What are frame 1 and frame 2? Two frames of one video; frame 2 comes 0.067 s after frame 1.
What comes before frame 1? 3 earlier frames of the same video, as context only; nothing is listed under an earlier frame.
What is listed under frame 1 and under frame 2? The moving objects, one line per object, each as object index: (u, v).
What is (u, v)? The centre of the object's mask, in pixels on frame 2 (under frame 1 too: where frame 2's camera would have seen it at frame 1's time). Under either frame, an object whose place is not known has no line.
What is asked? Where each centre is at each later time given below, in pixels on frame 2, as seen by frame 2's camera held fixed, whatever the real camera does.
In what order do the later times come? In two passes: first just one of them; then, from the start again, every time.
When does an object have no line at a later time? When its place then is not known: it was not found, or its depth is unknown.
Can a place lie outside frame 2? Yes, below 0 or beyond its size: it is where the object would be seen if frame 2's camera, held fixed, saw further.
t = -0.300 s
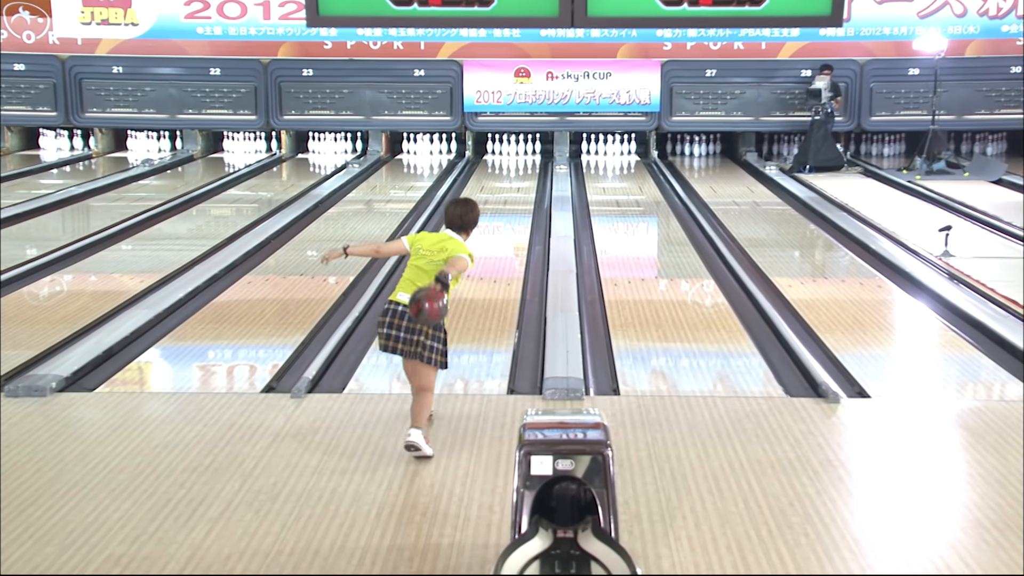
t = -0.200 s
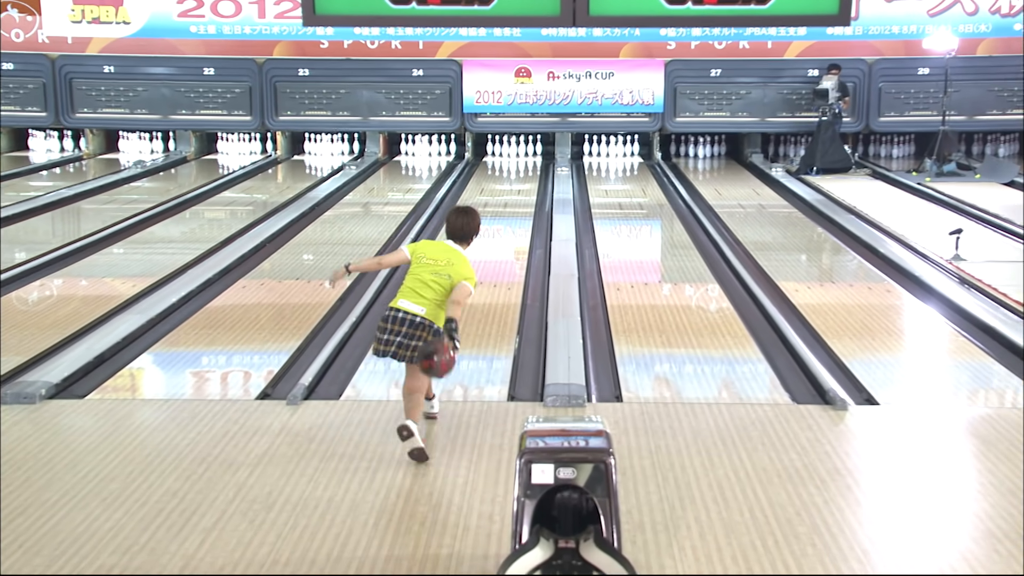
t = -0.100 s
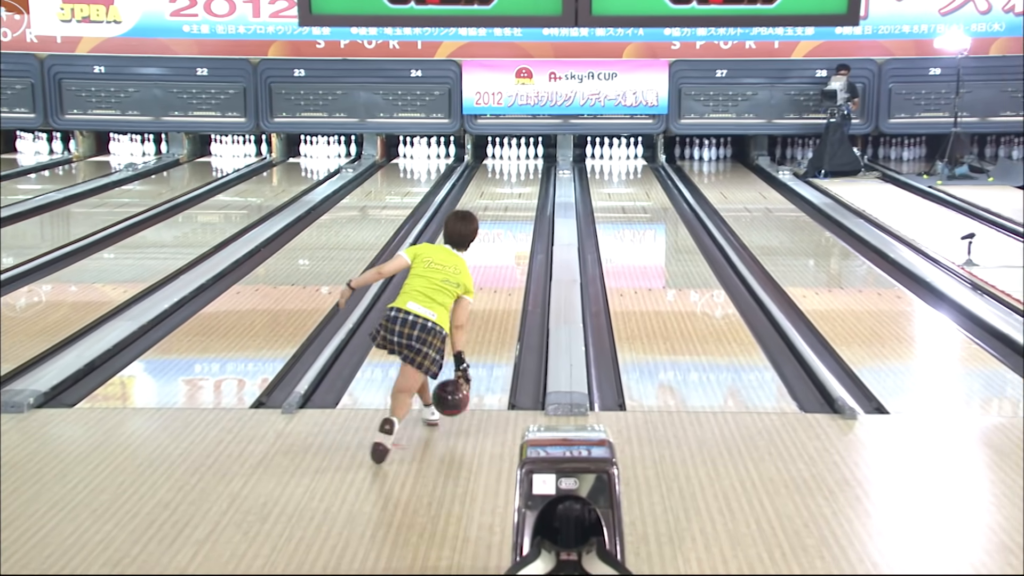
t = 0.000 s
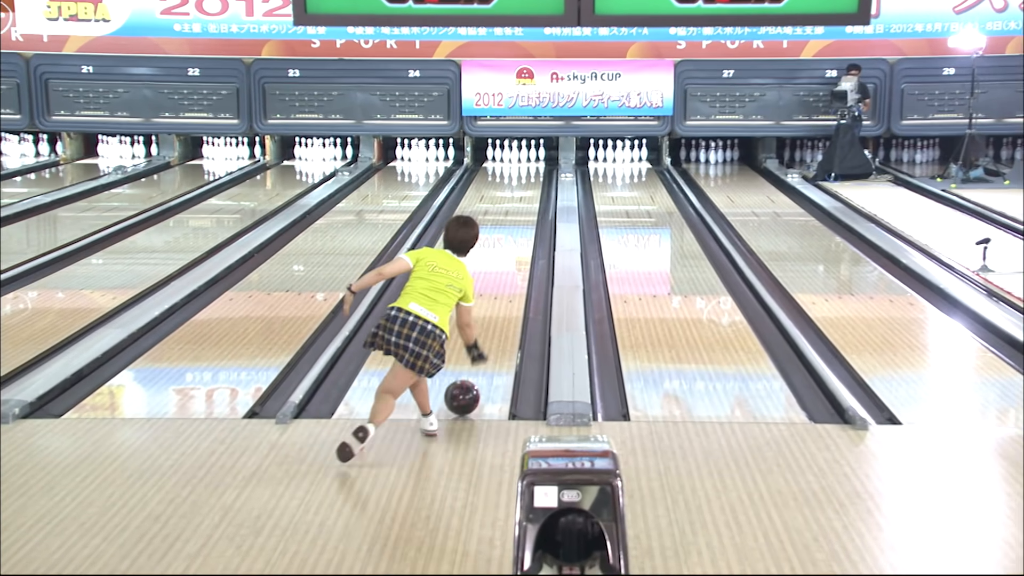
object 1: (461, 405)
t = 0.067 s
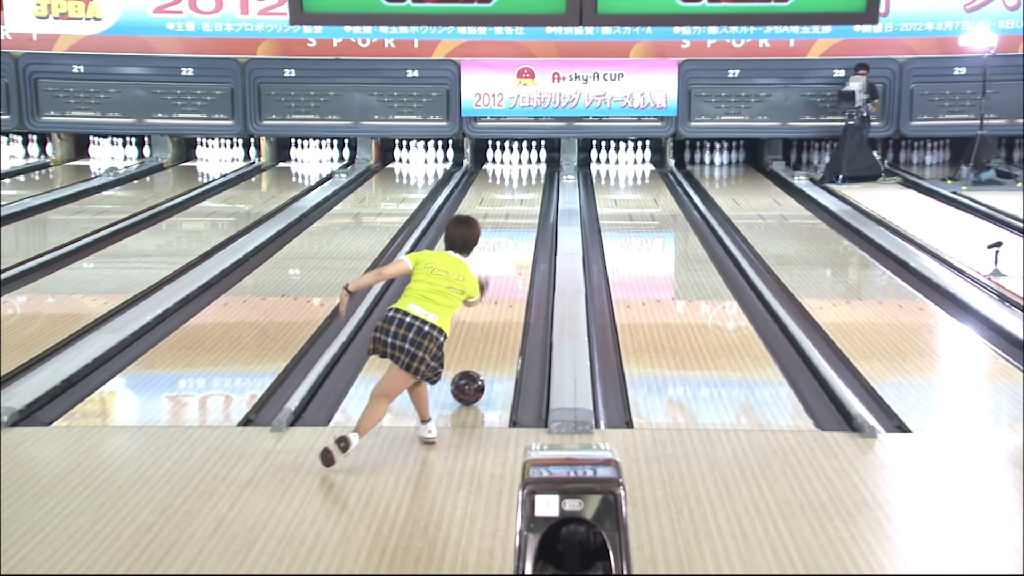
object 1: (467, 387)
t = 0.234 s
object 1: (480, 349)
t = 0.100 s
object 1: (470, 379)
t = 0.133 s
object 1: (473, 371)
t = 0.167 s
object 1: (476, 364)
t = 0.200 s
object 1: (478, 357)
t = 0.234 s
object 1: (480, 349)
